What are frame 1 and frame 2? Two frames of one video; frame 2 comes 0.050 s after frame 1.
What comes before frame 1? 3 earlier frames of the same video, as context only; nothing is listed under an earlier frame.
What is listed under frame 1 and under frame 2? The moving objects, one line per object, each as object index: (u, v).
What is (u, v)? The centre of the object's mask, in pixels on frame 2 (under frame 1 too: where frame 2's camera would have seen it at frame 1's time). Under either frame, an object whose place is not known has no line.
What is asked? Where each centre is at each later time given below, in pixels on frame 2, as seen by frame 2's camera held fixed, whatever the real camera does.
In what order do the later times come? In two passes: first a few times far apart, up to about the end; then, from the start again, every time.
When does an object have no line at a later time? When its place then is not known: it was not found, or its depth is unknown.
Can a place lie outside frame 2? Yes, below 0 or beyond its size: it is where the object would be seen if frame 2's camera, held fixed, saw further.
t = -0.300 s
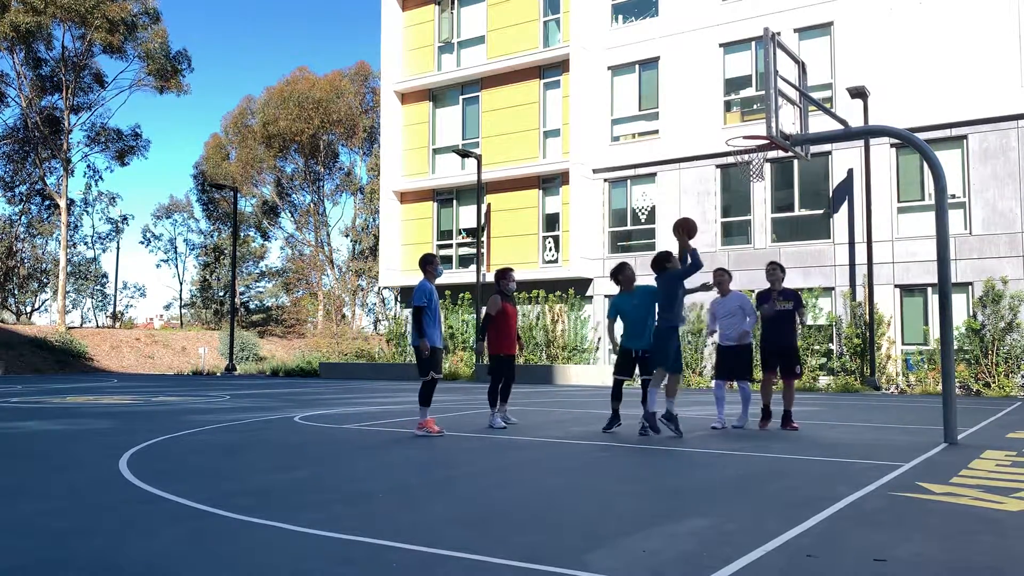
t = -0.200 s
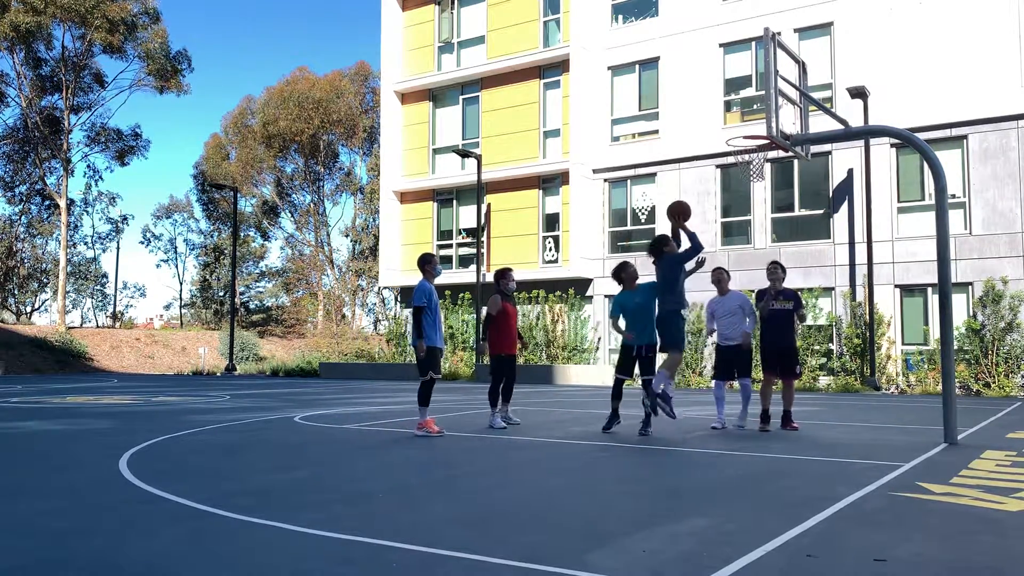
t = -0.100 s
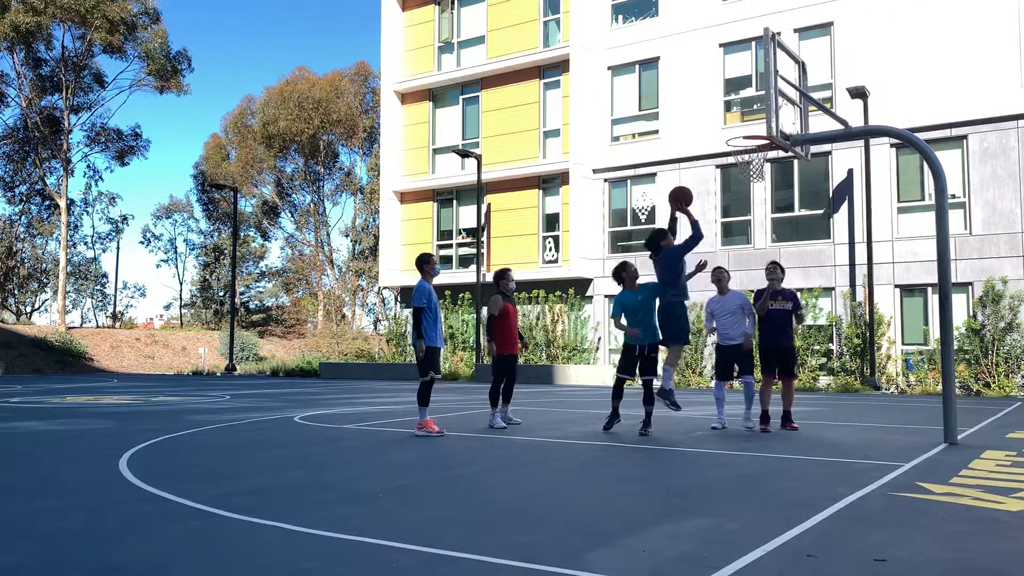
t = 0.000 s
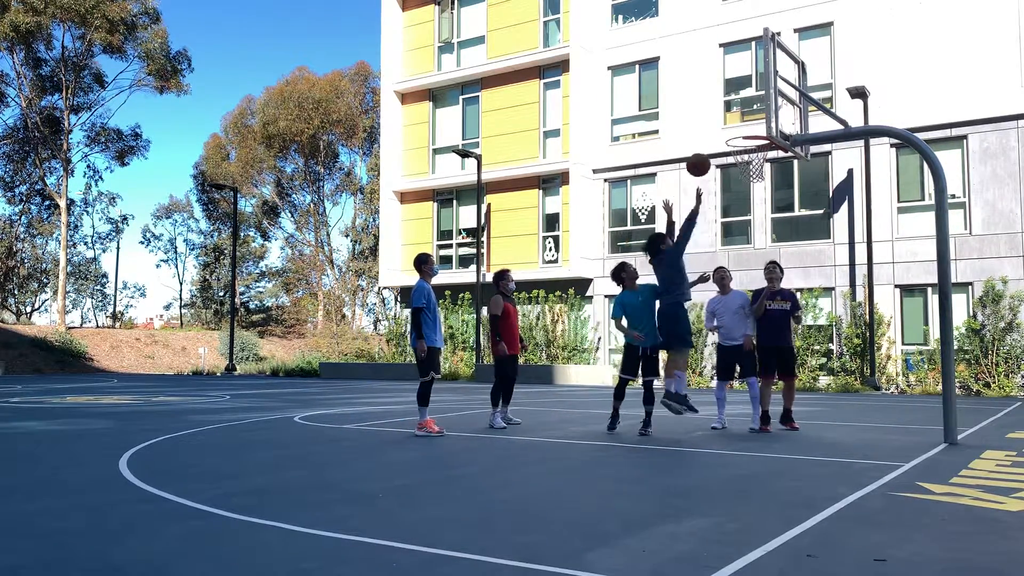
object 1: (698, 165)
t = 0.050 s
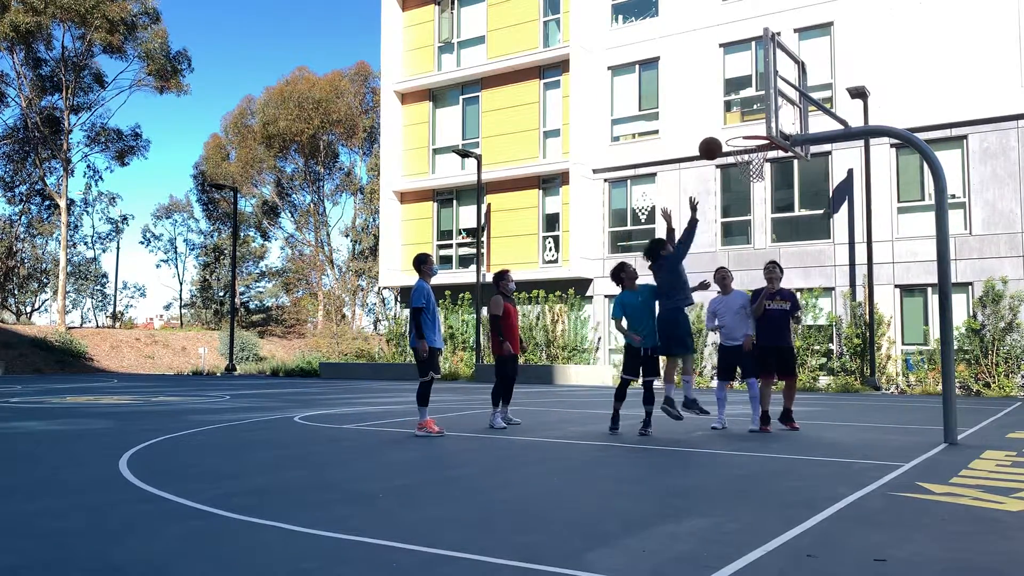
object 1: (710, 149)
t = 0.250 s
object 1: (756, 108)
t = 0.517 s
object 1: (751, 132)
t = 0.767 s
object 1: (741, 169)
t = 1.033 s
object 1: (756, 211)
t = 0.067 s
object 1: (714, 144)
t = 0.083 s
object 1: (718, 139)
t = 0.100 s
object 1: (722, 134)
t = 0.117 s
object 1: (726, 130)
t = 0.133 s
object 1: (730, 127)
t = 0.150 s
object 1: (734, 123)
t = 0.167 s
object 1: (738, 120)
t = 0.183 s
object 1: (742, 117)
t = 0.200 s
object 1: (746, 115)
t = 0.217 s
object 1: (750, 112)
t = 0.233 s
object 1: (754, 110)
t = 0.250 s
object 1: (756, 108)
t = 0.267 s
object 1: (758, 107)
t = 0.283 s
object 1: (760, 105)
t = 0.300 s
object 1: (761, 104)
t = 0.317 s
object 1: (761, 104)
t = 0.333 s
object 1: (760, 106)
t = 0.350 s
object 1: (760, 107)
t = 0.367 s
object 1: (759, 108)
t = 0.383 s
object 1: (759, 109)
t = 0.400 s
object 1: (758, 111)
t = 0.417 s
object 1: (757, 114)
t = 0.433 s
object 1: (757, 117)
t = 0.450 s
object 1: (755, 119)
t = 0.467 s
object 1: (755, 122)
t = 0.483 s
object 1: (753, 125)
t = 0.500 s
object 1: (752, 128)
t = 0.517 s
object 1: (751, 132)
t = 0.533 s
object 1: (749, 136)
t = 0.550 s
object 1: (748, 141)
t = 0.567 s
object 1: (746, 145)
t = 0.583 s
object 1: (745, 149)
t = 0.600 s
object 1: (743, 155)
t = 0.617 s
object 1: (742, 158)
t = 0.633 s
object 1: (742, 161)
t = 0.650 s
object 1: (741, 162)
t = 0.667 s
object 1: (740, 166)
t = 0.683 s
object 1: (740, 166)
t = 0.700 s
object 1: (740, 166)
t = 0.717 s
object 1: (740, 167)
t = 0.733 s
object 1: (740, 167)
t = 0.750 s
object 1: (740, 168)
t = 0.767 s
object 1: (741, 169)
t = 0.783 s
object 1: (741, 170)
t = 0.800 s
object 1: (742, 171)
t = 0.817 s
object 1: (743, 172)
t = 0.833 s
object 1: (743, 173)
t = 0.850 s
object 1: (744, 175)
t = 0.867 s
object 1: (745, 176)
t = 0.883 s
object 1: (746, 180)
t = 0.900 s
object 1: (747, 182)
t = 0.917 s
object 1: (748, 185)
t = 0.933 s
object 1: (750, 188)
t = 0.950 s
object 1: (751, 191)
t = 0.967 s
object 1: (752, 195)
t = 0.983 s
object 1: (753, 199)
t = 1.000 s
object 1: (754, 202)
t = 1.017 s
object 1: (755, 207)
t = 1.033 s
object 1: (756, 211)
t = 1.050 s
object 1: (757, 216)
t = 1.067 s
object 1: (758, 221)
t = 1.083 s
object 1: (759, 227)
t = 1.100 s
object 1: (760, 232)
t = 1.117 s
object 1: (761, 238)
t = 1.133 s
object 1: (762, 245)
